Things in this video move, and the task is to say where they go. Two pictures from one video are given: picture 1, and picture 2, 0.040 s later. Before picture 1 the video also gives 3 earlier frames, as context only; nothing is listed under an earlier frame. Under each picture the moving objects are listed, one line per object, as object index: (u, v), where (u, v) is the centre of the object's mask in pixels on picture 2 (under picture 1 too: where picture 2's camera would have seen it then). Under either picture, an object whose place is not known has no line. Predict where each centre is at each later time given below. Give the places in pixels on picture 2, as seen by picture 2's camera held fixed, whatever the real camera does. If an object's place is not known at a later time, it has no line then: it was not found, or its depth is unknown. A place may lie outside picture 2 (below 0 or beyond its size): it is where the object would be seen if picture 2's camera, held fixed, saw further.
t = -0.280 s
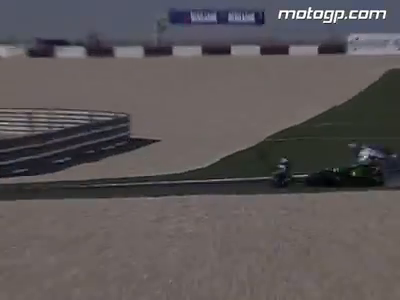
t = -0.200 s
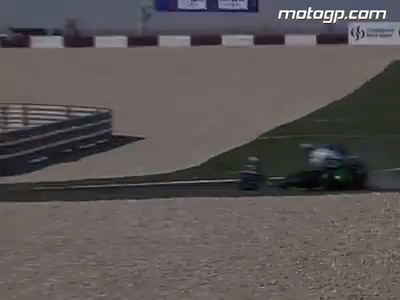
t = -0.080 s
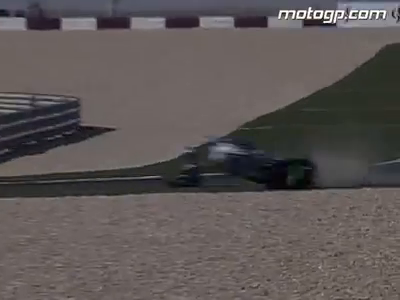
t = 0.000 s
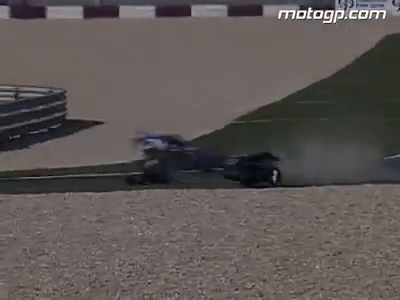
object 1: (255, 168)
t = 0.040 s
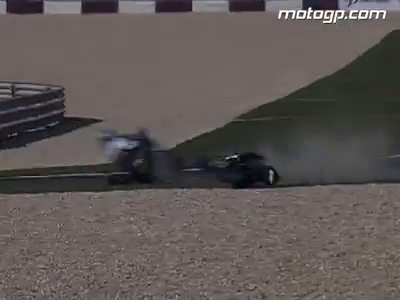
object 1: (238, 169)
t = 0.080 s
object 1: (225, 172)
